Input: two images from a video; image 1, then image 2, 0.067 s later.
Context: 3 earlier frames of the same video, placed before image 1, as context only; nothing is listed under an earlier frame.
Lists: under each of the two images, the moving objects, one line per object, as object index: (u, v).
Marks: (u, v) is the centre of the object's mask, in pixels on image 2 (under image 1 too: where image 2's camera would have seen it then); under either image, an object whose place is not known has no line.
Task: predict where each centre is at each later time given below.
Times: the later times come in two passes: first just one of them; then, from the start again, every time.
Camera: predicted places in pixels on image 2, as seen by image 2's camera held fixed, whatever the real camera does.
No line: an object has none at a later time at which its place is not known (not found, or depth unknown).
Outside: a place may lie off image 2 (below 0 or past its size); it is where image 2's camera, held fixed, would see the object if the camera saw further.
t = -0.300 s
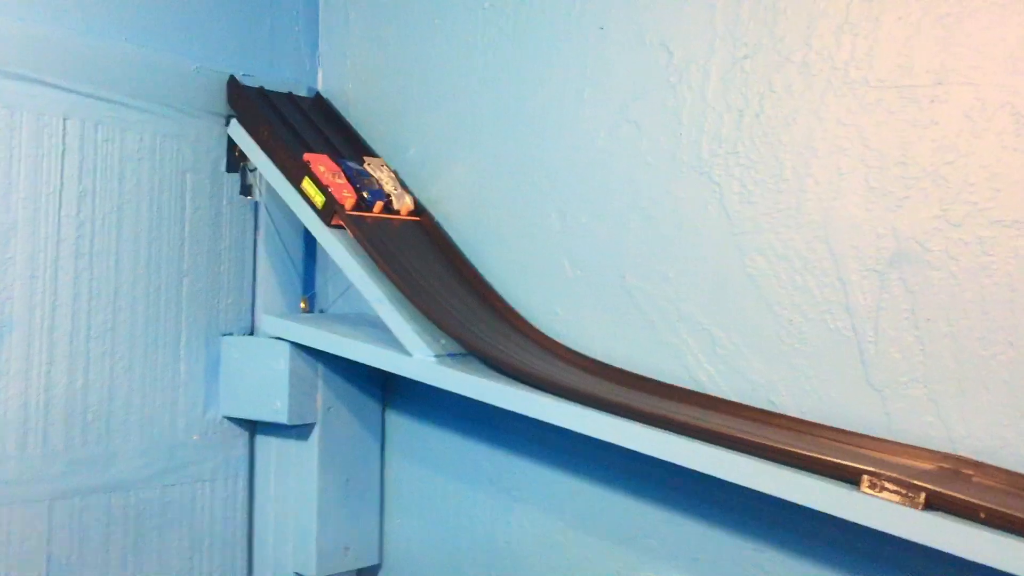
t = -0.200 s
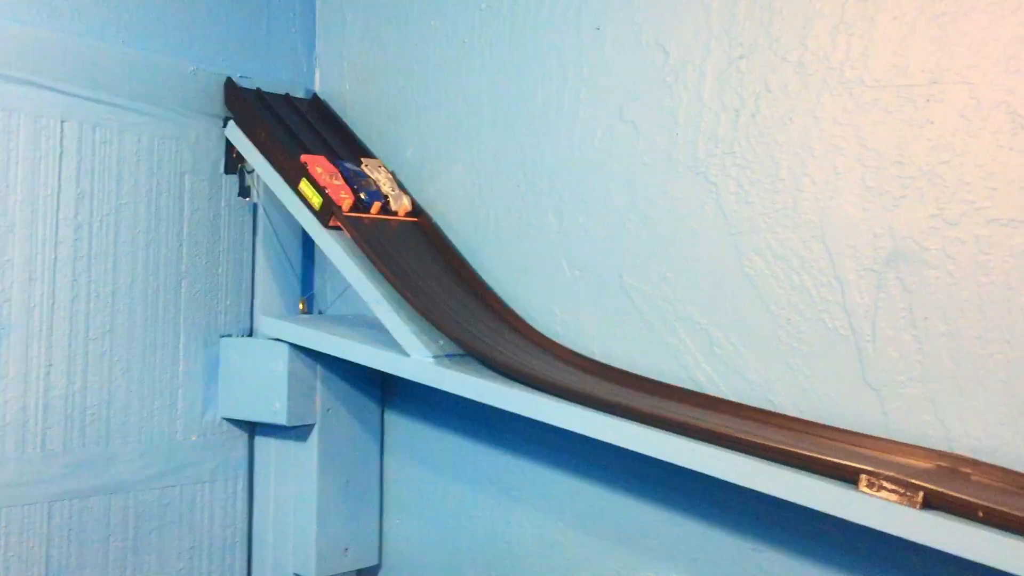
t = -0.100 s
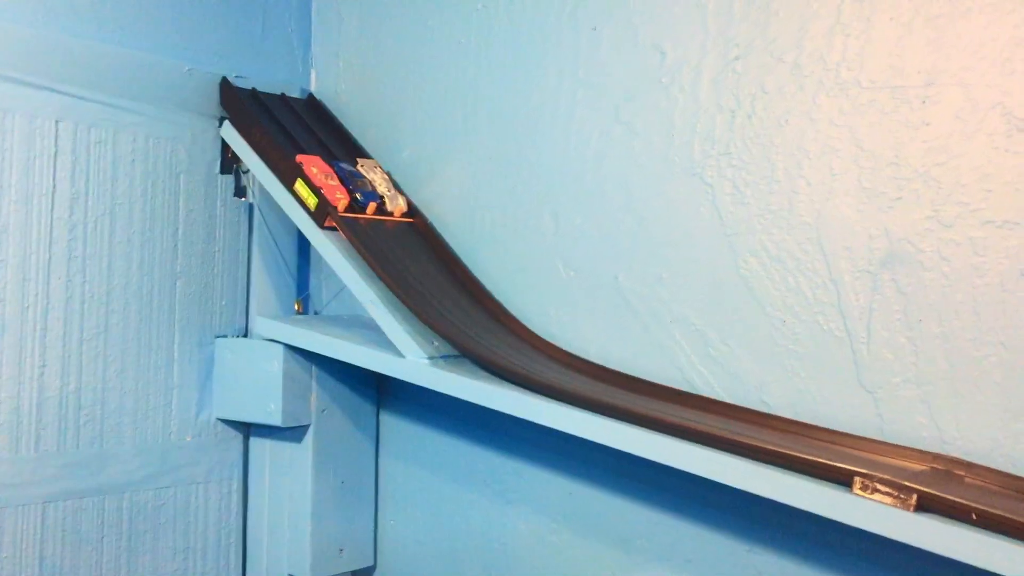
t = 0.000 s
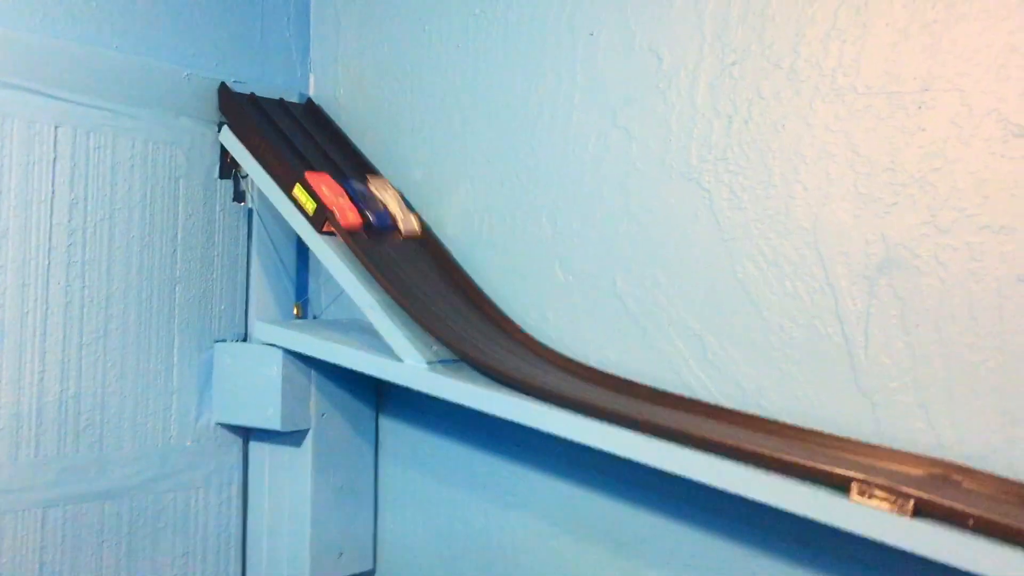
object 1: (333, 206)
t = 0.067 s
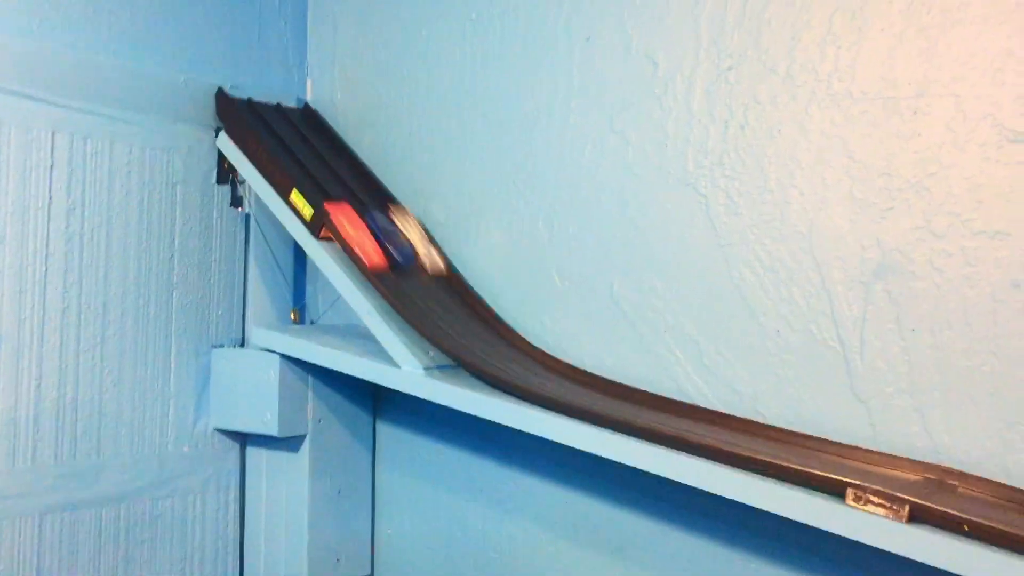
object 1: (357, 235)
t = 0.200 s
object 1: (463, 341)
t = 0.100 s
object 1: (374, 258)
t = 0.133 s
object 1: (397, 284)
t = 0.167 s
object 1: (427, 313)
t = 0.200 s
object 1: (463, 341)
